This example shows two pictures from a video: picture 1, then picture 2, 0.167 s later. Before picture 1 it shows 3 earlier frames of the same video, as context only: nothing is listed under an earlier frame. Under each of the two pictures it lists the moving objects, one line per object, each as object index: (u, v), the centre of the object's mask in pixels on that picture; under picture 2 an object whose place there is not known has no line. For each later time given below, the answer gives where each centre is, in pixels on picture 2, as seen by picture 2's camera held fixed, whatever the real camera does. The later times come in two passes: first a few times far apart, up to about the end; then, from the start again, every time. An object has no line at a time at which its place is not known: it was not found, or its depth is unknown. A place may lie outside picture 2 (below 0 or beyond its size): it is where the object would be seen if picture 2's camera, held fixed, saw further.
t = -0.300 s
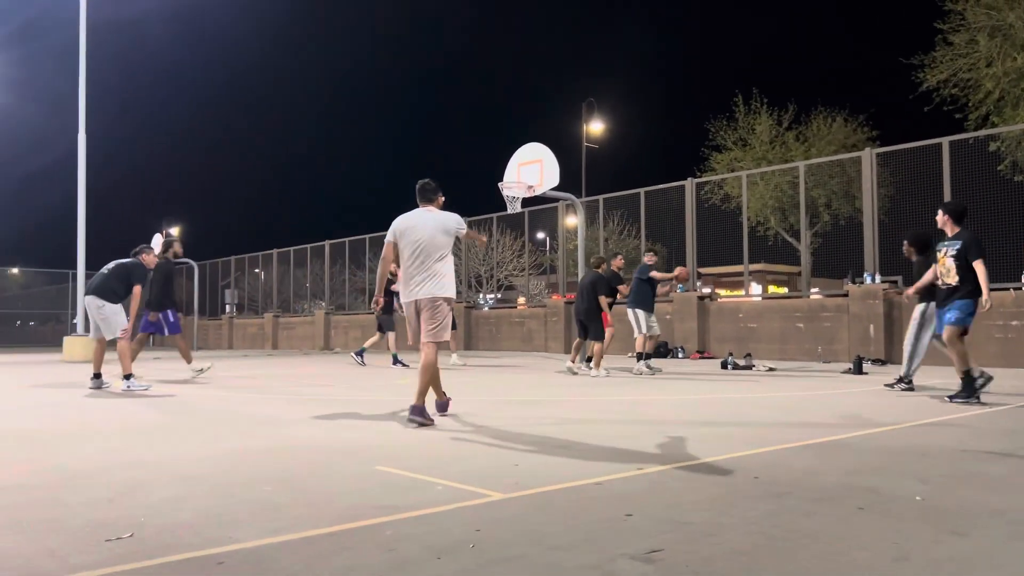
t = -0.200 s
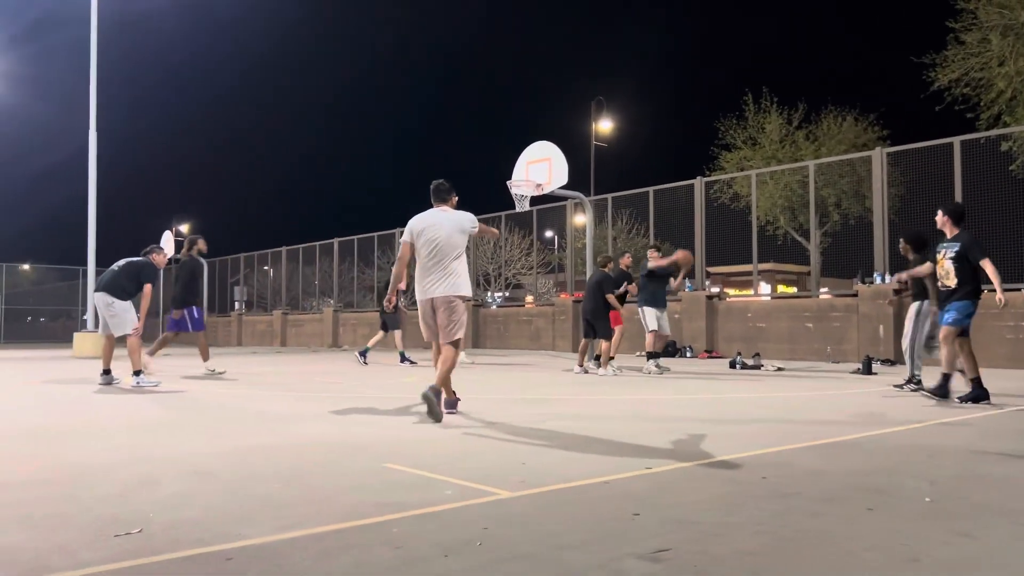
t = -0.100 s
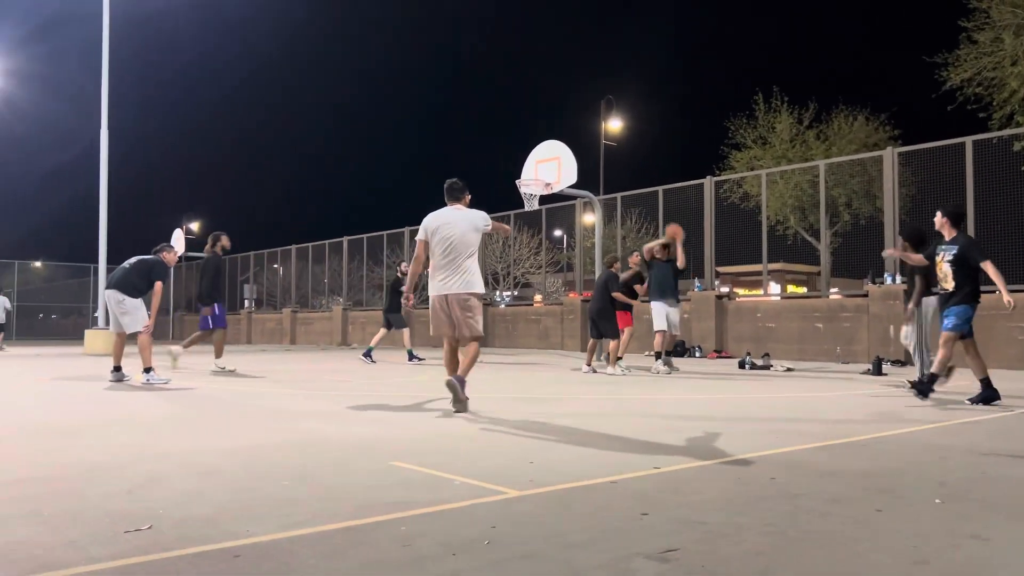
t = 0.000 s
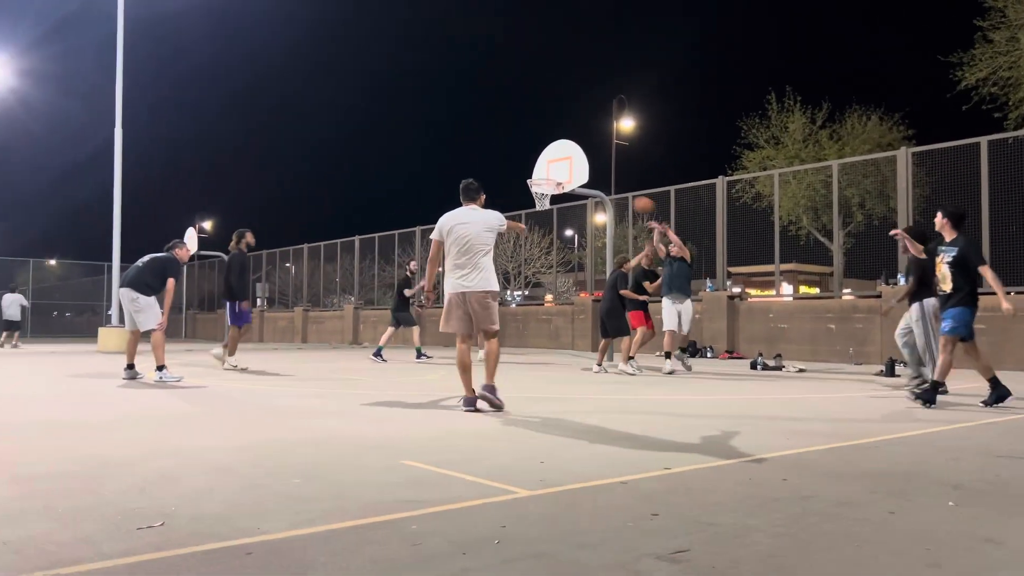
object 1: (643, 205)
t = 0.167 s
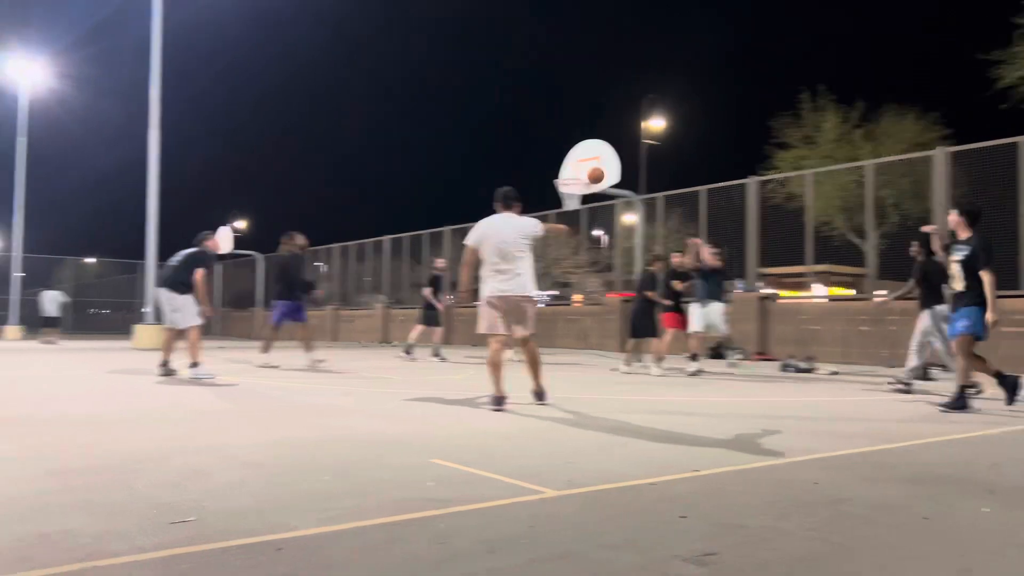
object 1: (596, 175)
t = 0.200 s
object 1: (580, 172)
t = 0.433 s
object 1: (471, 166)
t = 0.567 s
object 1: (409, 181)
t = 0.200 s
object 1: (580, 172)
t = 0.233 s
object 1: (563, 169)
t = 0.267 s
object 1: (548, 166)
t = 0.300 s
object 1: (533, 165)
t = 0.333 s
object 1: (517, 164)
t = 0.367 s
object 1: (502, 164)
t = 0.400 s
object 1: (487, 165)
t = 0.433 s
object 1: (471, 166)
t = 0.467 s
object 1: (456, 169)
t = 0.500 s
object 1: (441, 172)
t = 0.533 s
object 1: (425, 176)
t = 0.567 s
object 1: (409, 181)
